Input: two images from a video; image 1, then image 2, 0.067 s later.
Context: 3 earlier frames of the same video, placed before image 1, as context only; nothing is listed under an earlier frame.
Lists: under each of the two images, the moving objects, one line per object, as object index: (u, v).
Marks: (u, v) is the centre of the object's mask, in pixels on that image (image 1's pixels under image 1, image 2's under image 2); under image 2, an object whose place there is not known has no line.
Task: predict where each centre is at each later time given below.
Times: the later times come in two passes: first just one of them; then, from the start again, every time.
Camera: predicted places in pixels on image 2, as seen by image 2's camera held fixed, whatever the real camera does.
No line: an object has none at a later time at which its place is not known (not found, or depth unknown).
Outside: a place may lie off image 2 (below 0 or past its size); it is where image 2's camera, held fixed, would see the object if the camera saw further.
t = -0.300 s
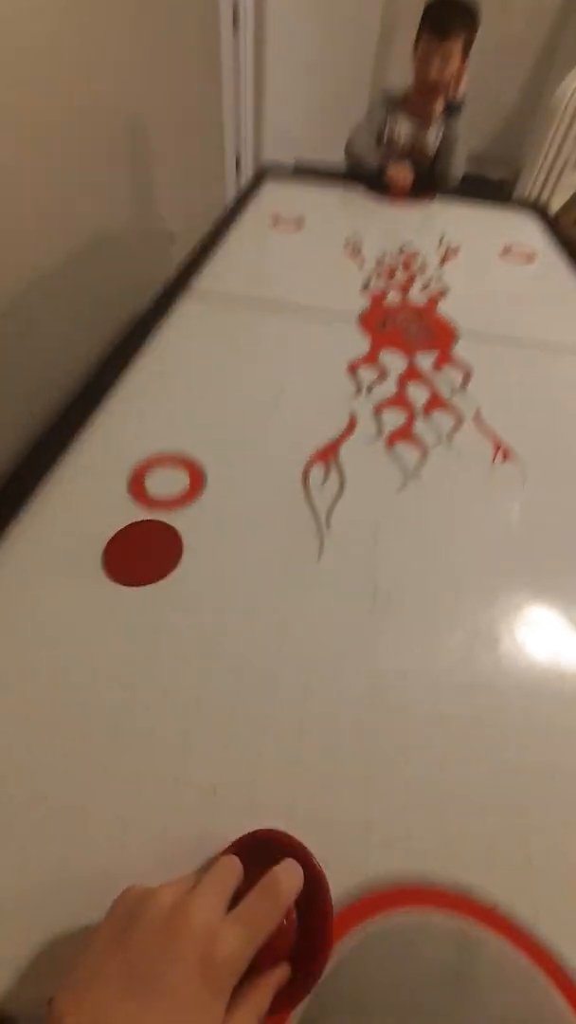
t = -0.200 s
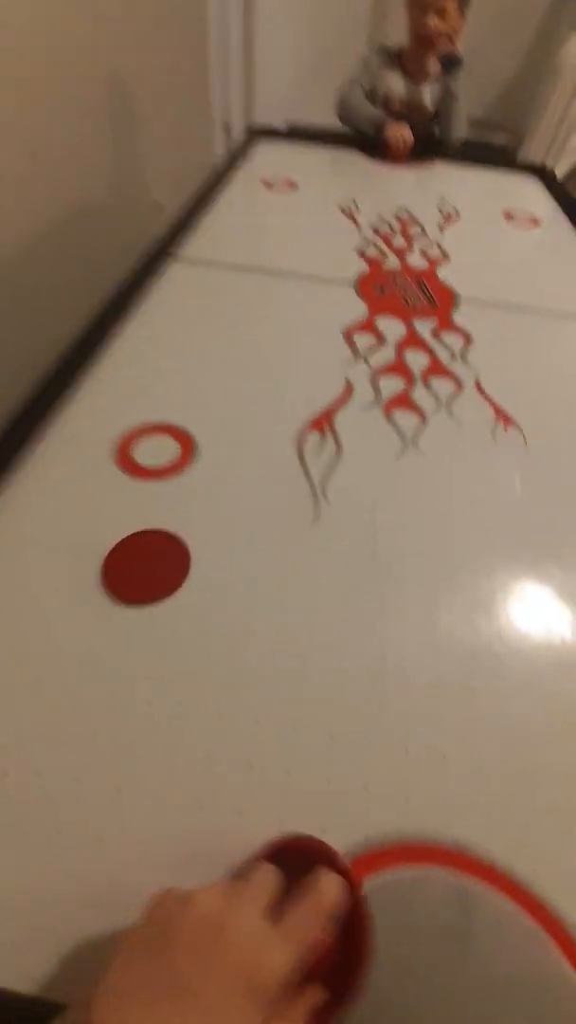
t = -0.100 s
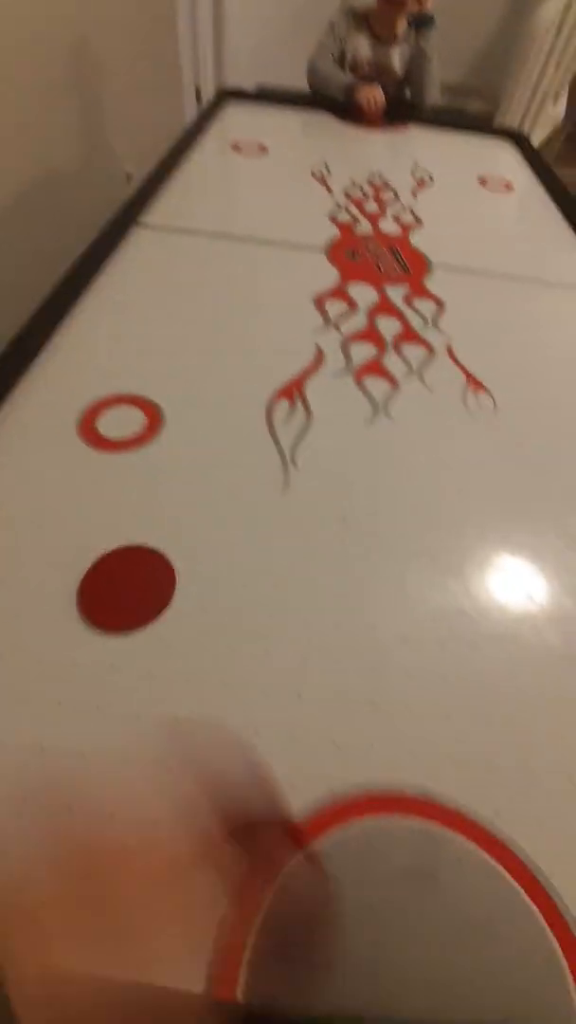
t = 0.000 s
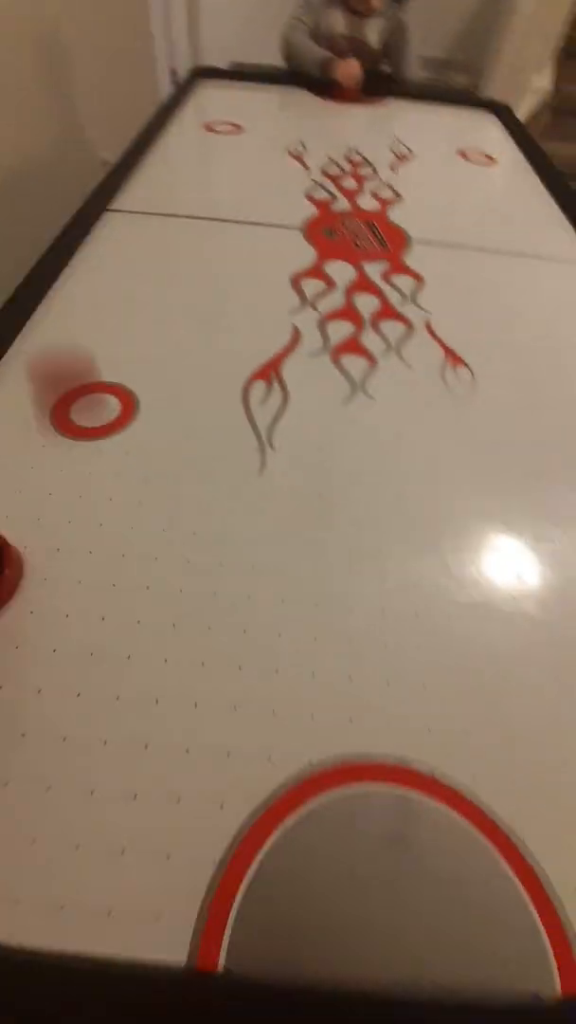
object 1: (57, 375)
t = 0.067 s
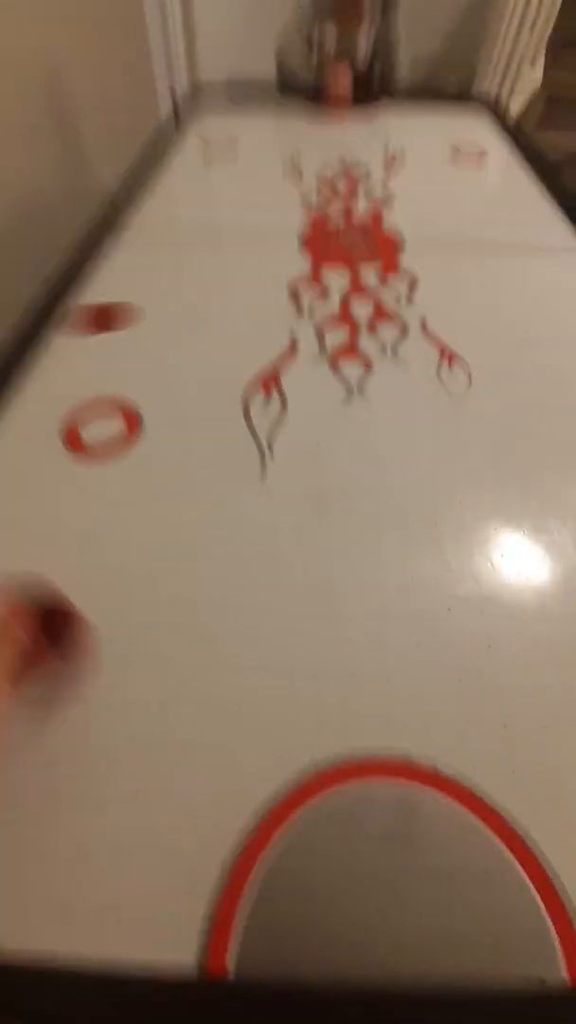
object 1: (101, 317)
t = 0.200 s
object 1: (212, 215)
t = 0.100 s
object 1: (136, 285)
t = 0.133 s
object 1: (165, 256)
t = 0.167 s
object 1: (192, 232)
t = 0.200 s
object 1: (212, 215)
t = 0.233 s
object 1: (229, 199)
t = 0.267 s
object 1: (245, 184)
